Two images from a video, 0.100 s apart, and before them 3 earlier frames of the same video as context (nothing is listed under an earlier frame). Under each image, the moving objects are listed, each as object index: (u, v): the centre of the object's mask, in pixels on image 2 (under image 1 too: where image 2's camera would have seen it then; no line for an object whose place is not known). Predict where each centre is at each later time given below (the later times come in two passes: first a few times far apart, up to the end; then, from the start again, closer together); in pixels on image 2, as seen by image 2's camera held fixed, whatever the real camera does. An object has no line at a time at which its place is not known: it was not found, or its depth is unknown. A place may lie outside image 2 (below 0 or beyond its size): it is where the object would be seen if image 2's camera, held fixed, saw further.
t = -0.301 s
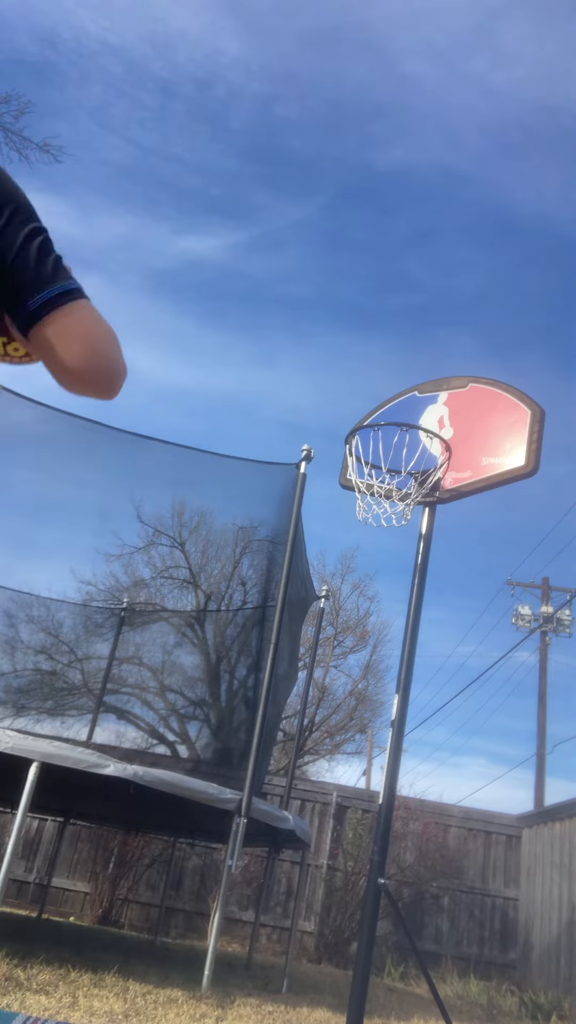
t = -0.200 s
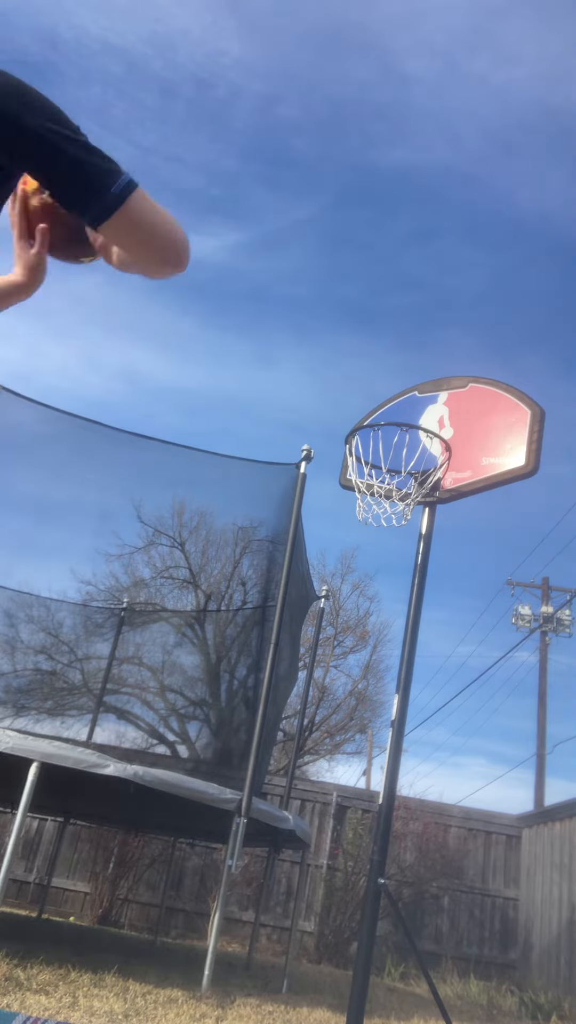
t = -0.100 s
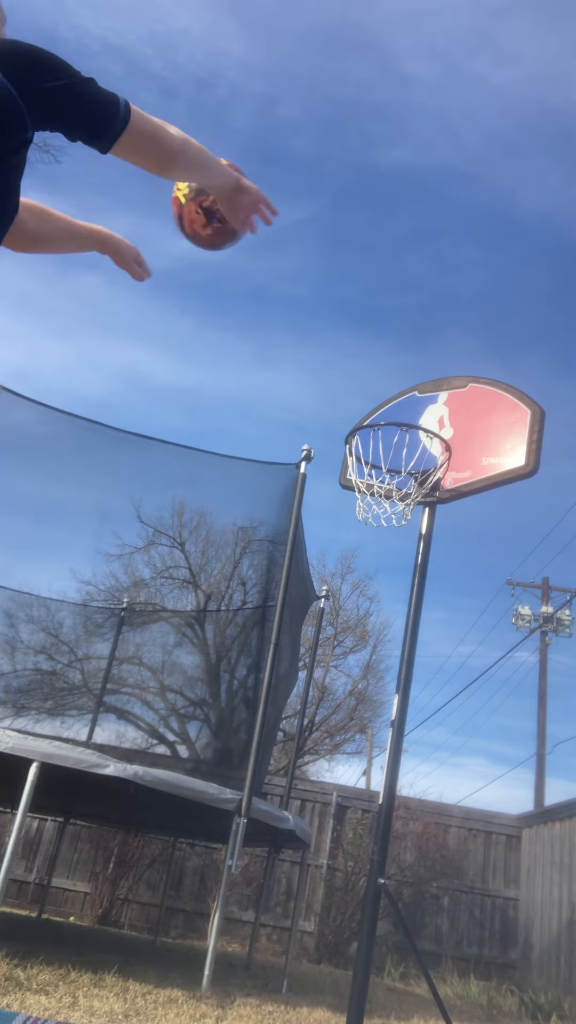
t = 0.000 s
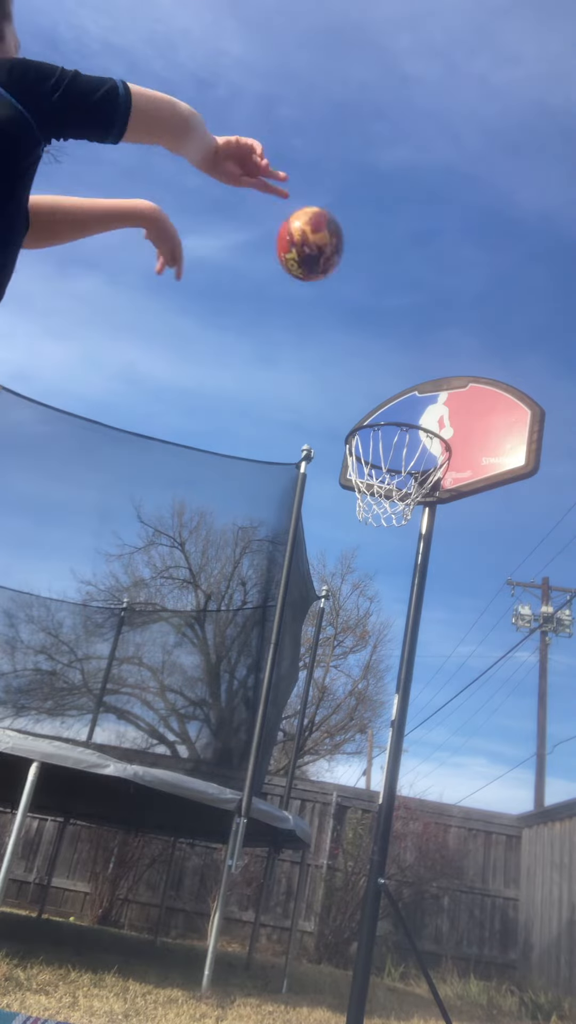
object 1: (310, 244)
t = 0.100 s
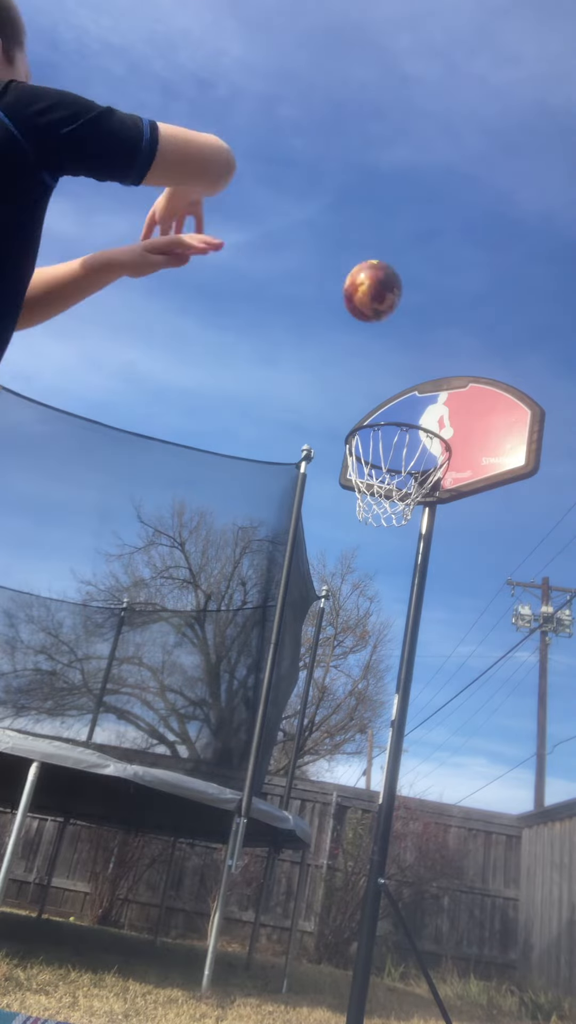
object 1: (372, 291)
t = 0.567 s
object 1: (387, 428)
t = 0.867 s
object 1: (384, 459)
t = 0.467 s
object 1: (421, 430)
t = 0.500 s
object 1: (410, 428)
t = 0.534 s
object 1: (399, 427)
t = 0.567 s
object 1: (387, 428)
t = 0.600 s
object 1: (380, 429)
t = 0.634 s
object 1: (375, 430)
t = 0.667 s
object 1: (370, 433)
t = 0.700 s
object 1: (370, 436)
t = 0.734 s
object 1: (370, 440)
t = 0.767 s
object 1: (372, 443)
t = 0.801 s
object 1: (375, 447)
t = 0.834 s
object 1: (379, 452)
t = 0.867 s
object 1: (384, 459)
